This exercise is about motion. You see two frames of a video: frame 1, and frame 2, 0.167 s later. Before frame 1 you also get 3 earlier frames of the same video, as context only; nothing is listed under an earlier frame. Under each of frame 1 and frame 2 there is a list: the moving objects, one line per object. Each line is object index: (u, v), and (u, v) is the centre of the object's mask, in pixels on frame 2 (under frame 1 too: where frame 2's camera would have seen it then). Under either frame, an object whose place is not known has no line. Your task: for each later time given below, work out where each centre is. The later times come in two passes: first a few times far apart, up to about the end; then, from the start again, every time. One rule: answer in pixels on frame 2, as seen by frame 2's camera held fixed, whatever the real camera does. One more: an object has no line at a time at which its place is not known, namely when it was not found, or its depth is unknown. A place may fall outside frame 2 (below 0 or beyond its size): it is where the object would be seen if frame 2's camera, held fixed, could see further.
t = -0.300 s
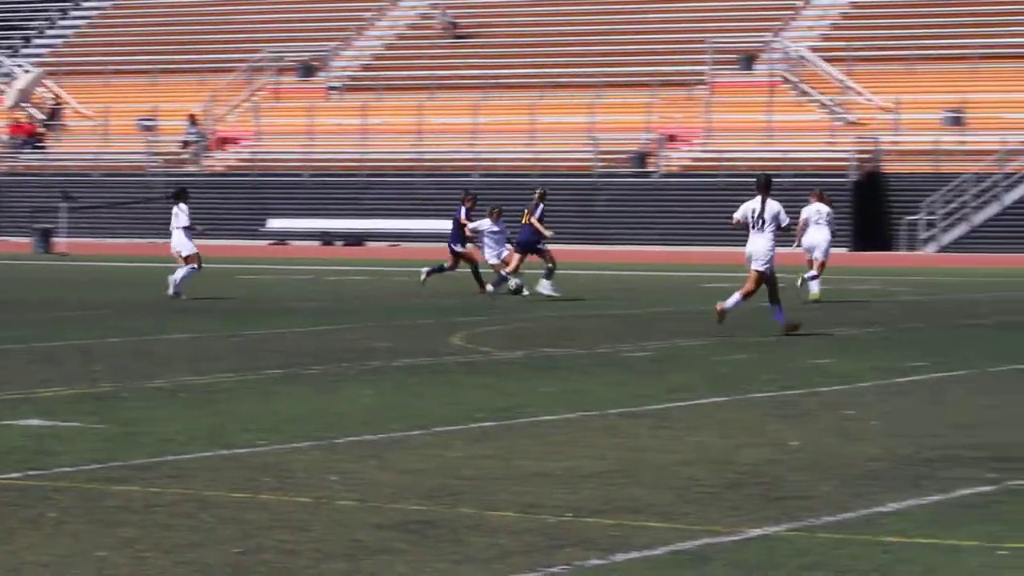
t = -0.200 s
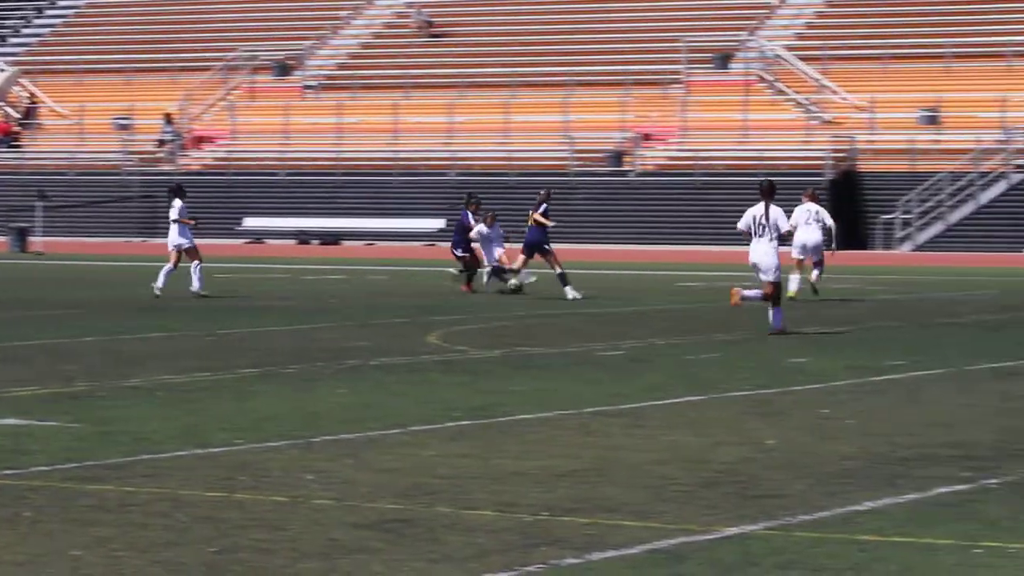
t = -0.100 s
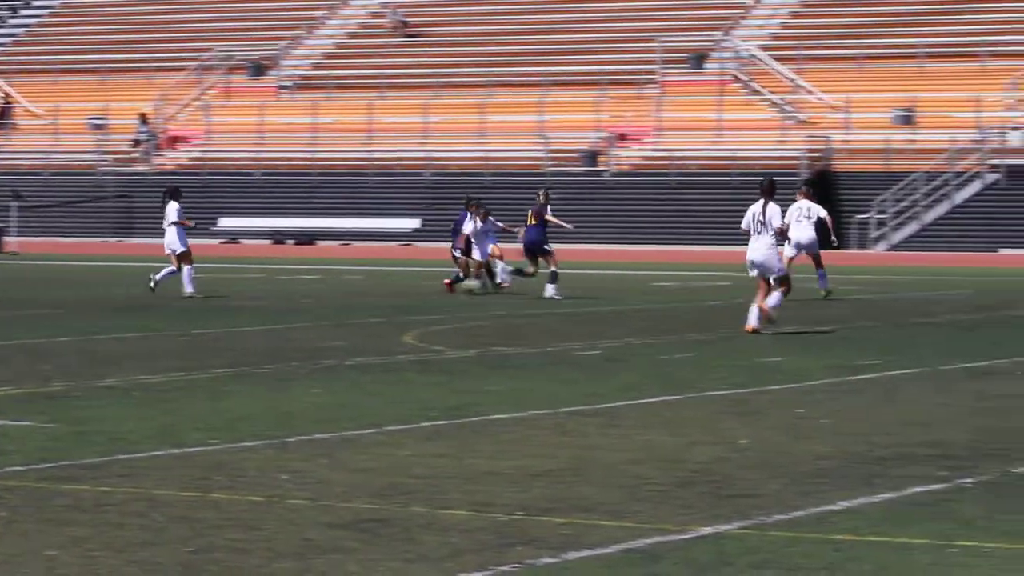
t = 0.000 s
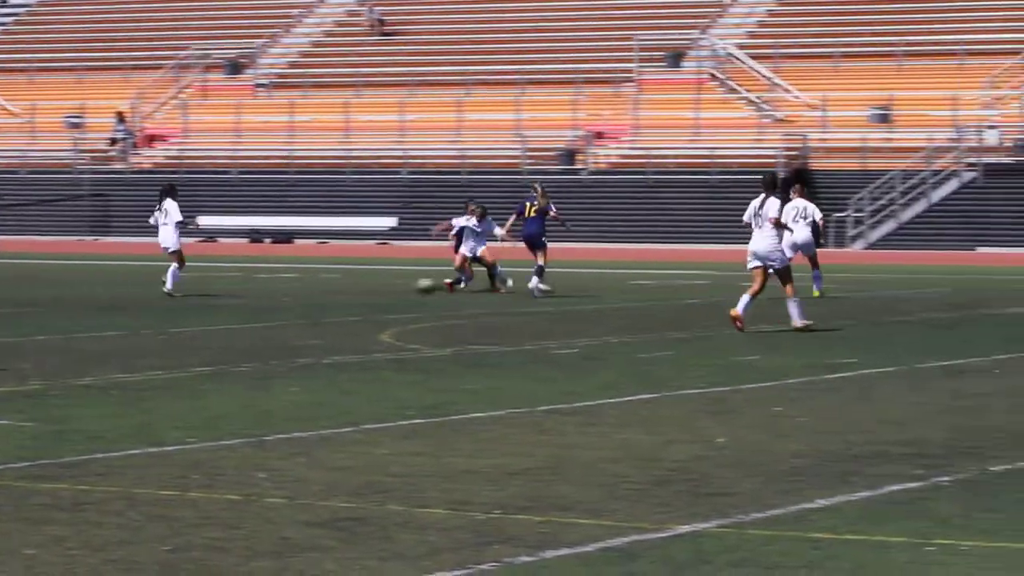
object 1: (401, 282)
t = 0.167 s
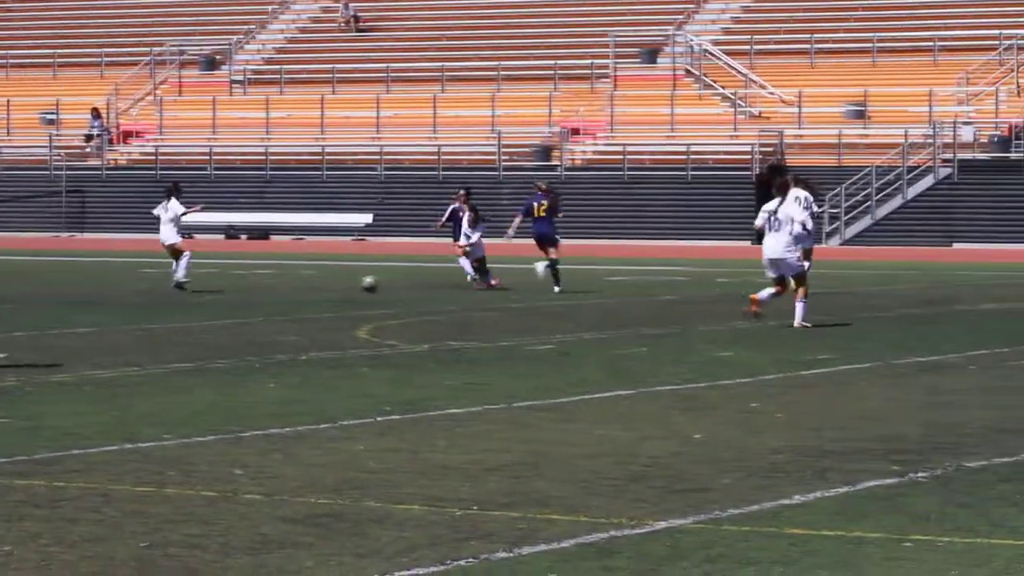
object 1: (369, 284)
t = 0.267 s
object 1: (355, 284)
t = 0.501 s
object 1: (331, 285)
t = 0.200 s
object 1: (364, 283)
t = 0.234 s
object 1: (359, 283)
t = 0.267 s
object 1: (355, 284)
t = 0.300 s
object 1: (351, 284)
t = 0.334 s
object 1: (347, 284)
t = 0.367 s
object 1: (342, 284)
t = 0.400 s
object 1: (340, 284)
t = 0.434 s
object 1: (337, 285)
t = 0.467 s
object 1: (334, 284)
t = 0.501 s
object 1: (331, 285)
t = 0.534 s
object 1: (328, 285)
